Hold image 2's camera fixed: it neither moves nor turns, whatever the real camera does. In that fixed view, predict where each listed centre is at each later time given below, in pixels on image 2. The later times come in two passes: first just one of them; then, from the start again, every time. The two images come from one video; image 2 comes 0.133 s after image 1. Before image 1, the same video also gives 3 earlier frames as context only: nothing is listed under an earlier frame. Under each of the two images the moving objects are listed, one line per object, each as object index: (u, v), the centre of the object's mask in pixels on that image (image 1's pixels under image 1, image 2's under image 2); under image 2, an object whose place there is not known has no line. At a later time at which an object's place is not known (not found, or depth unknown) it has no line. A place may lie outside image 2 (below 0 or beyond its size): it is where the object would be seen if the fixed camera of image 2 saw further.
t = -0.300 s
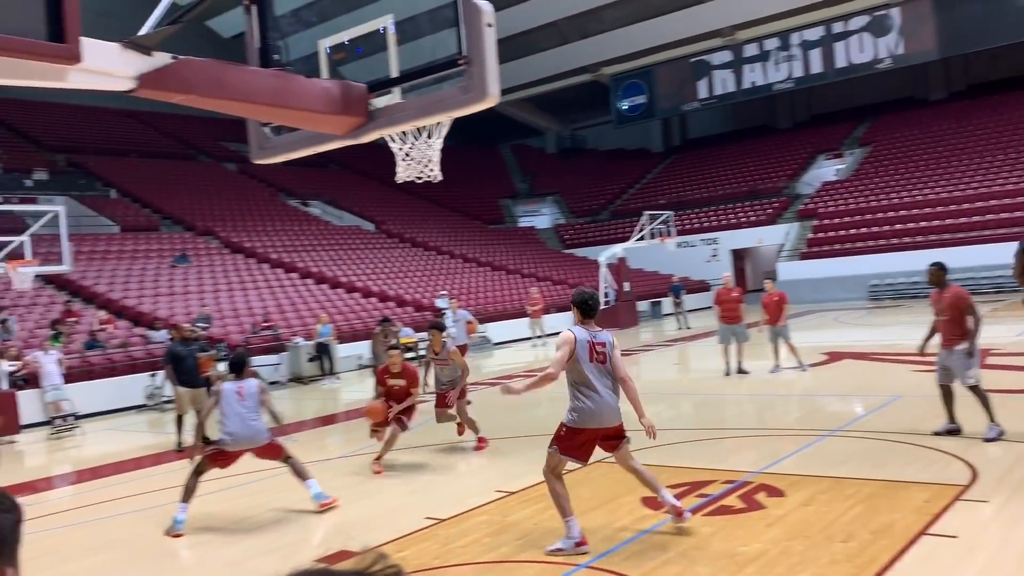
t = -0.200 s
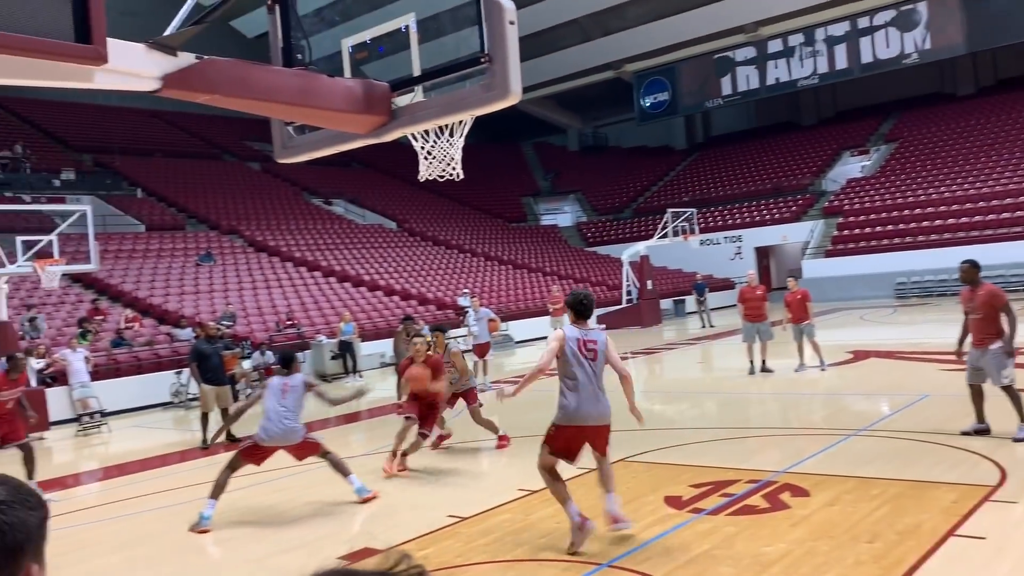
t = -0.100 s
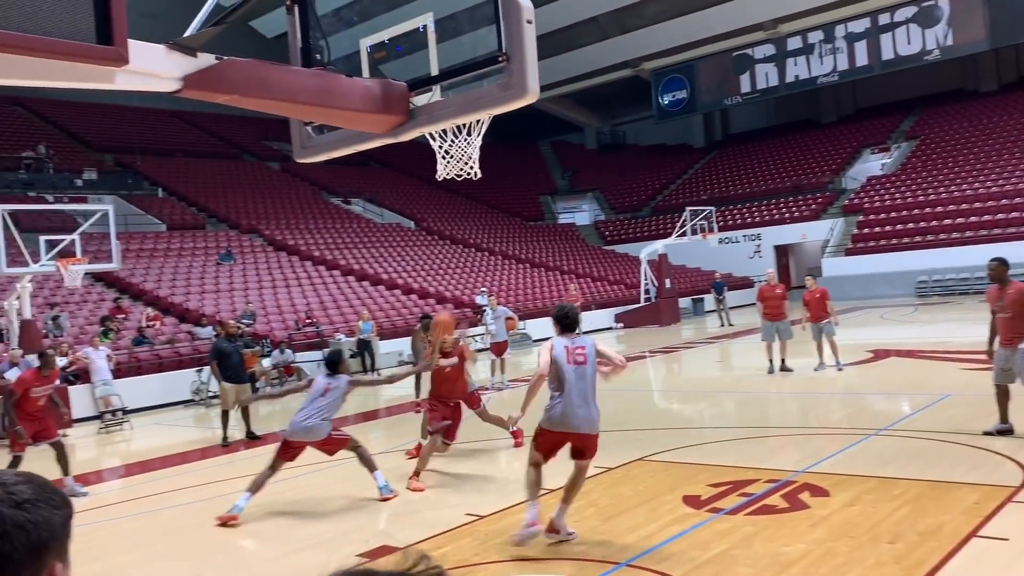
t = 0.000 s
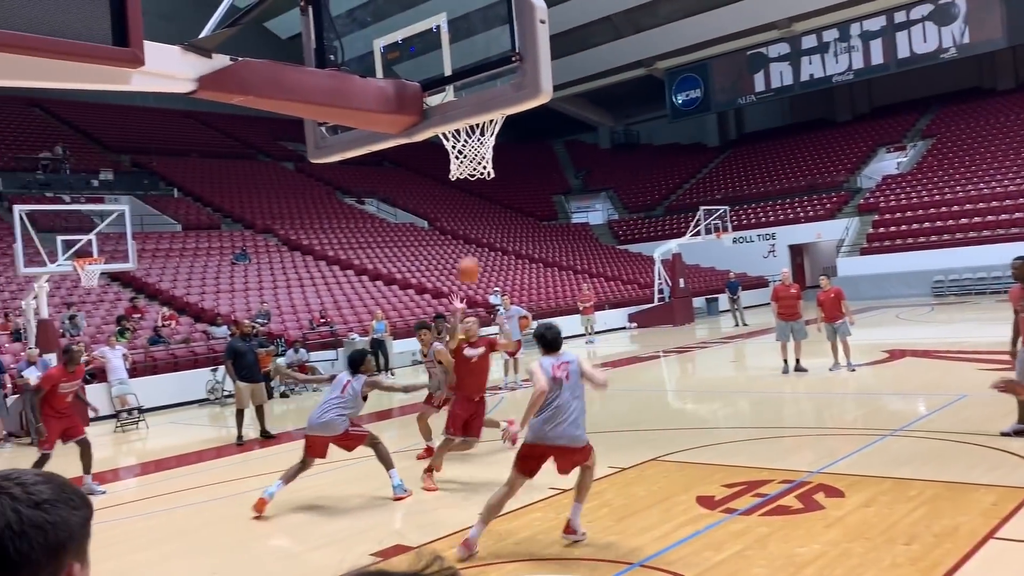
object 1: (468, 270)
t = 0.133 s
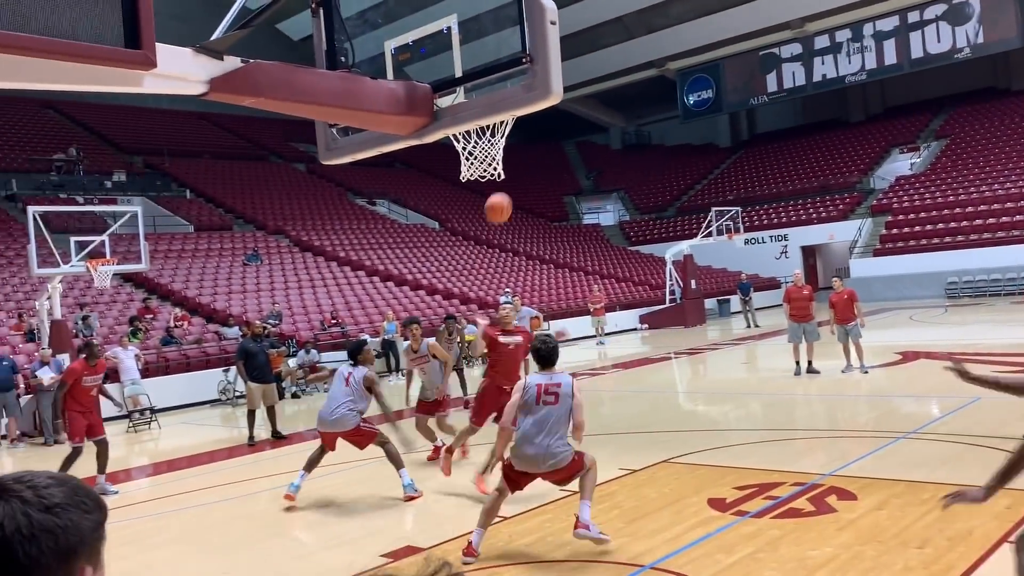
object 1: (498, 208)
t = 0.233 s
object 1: (516, 167)
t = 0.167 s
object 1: (504, 194)
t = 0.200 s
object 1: (510, 180)
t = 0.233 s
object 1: (516, 167)
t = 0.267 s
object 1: (523, 155)
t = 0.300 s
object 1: (530, 144)
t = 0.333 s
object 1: (538, 133)
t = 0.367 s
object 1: (546, 124)
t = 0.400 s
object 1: (555, 116)
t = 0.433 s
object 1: (565, 108)
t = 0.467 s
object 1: (575, 101)
